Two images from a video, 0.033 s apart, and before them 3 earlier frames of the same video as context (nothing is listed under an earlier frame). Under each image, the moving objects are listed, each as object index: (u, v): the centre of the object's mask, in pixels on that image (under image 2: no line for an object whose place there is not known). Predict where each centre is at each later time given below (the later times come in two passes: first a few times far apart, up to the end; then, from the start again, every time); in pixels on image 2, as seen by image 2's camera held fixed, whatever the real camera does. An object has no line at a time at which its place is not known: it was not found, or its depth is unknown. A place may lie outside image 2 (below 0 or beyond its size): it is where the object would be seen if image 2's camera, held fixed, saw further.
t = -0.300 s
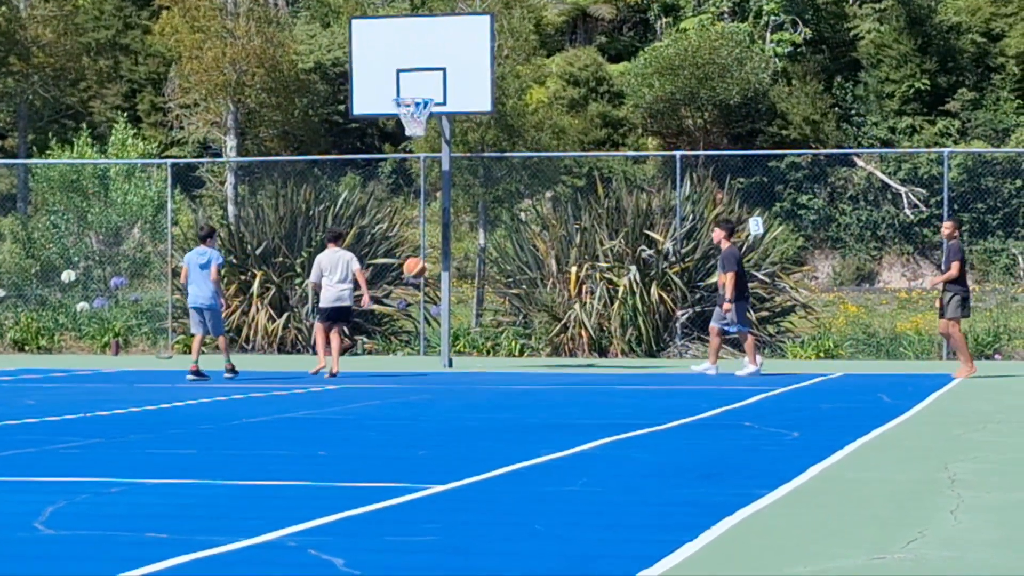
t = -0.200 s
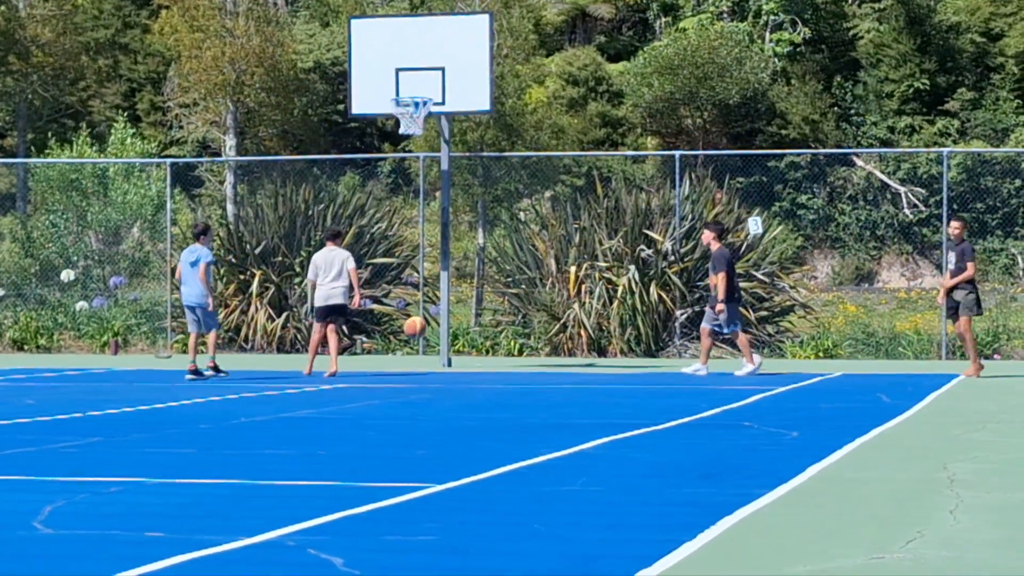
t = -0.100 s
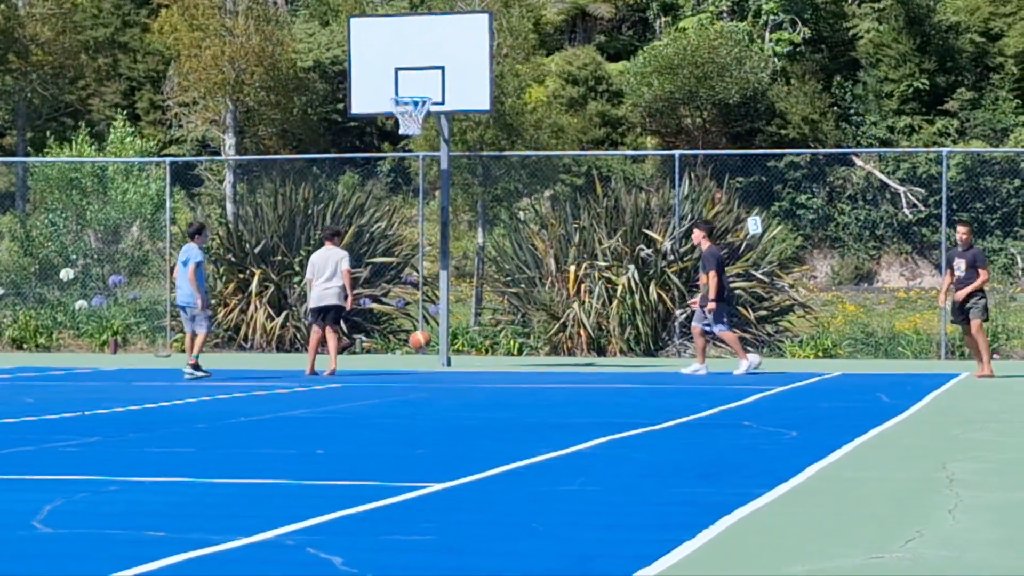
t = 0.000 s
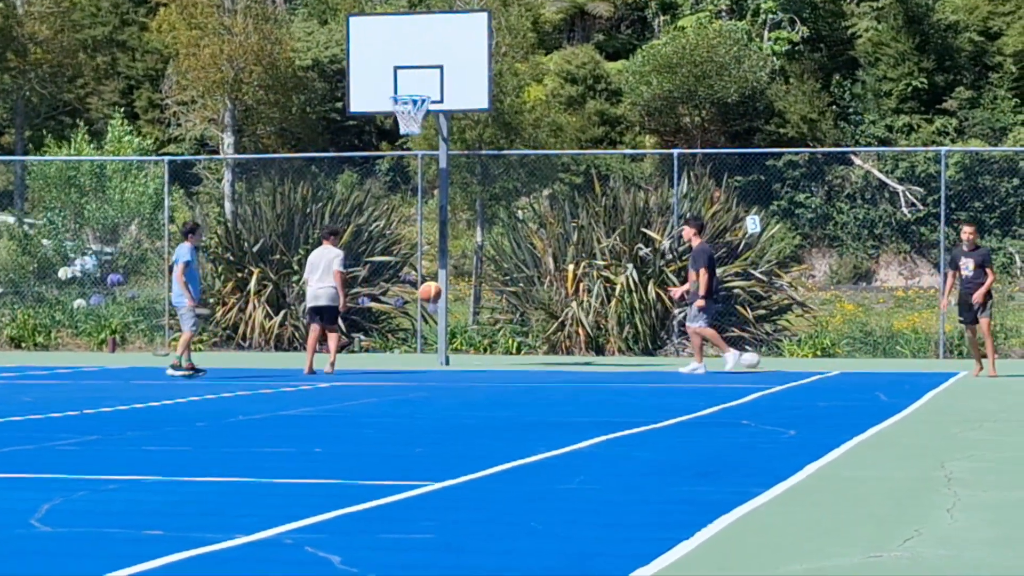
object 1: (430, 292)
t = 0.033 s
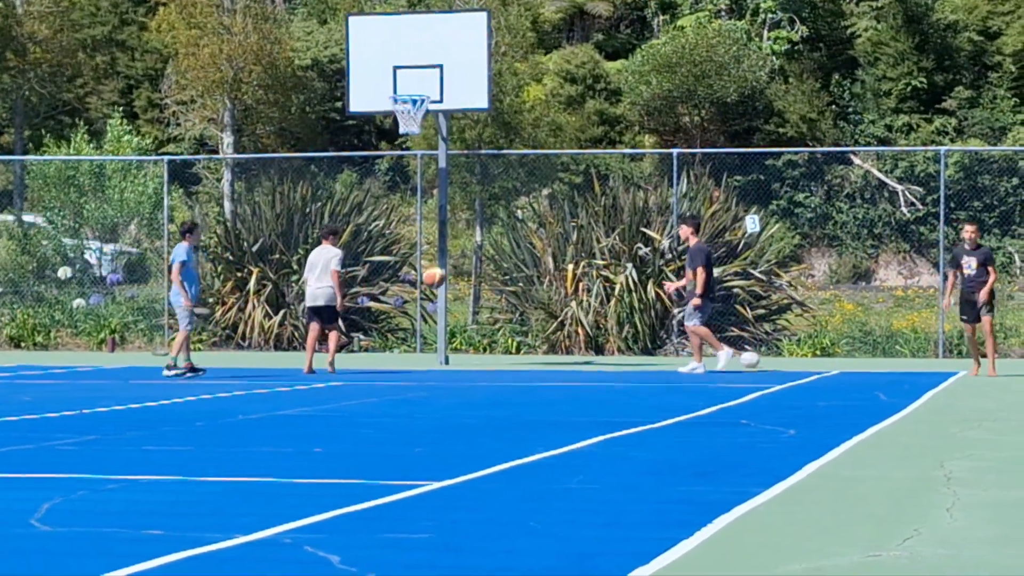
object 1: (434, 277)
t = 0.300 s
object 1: (464, 200)
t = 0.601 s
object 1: (500, 187)
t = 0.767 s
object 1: (521, 215)
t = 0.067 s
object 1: (436, 264)
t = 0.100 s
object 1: (440, 251)
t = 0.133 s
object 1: (444, 240)
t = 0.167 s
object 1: (448, 231)
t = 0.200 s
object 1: (453, 222)
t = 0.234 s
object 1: (457, 213)
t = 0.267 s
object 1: (461, 207)
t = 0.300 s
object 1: (464, 200)
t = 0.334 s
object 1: (468, 194)
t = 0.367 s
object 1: (472, 190)
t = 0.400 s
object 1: (476, 186)
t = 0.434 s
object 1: (480, 184)
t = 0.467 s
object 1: (485, 183)
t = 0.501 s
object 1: (488, 182)
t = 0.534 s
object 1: (492, 182)
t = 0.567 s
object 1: (497, 184)
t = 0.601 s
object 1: (500, 187)
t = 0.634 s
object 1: (504, 190)
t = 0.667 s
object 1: (508, 195)
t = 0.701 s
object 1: (512, 200)
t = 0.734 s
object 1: (517, 207)
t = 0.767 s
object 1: (521, 215)
